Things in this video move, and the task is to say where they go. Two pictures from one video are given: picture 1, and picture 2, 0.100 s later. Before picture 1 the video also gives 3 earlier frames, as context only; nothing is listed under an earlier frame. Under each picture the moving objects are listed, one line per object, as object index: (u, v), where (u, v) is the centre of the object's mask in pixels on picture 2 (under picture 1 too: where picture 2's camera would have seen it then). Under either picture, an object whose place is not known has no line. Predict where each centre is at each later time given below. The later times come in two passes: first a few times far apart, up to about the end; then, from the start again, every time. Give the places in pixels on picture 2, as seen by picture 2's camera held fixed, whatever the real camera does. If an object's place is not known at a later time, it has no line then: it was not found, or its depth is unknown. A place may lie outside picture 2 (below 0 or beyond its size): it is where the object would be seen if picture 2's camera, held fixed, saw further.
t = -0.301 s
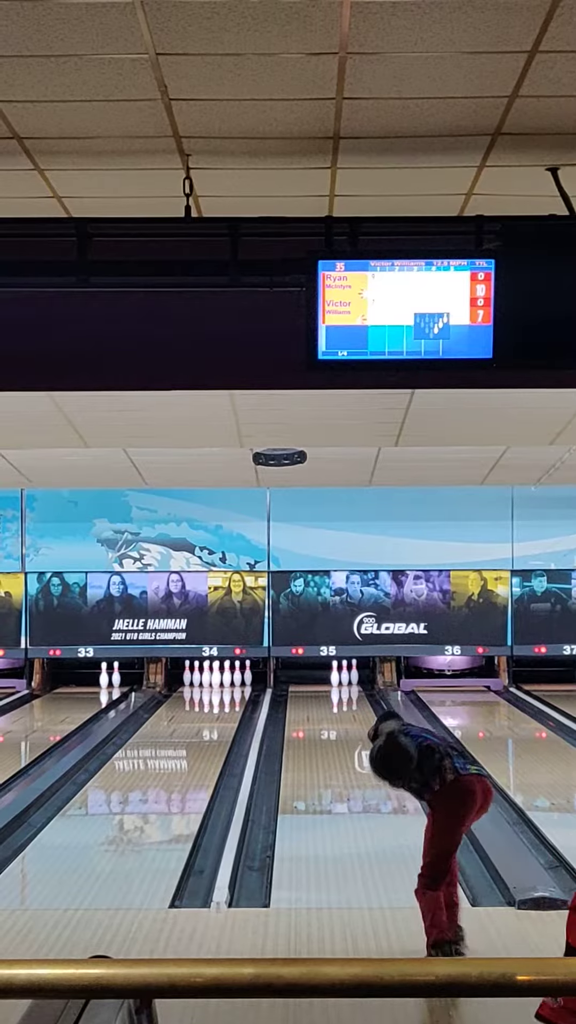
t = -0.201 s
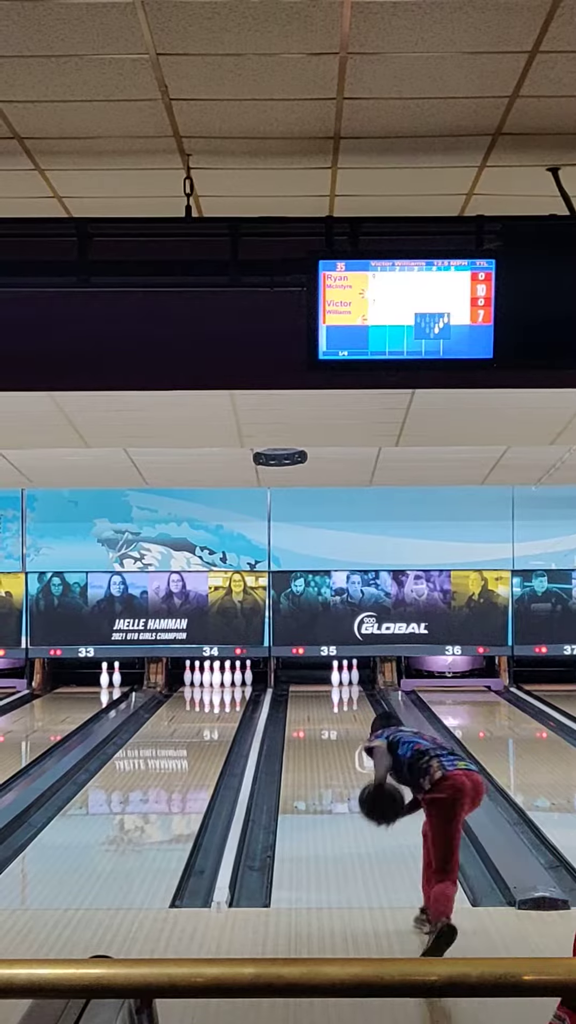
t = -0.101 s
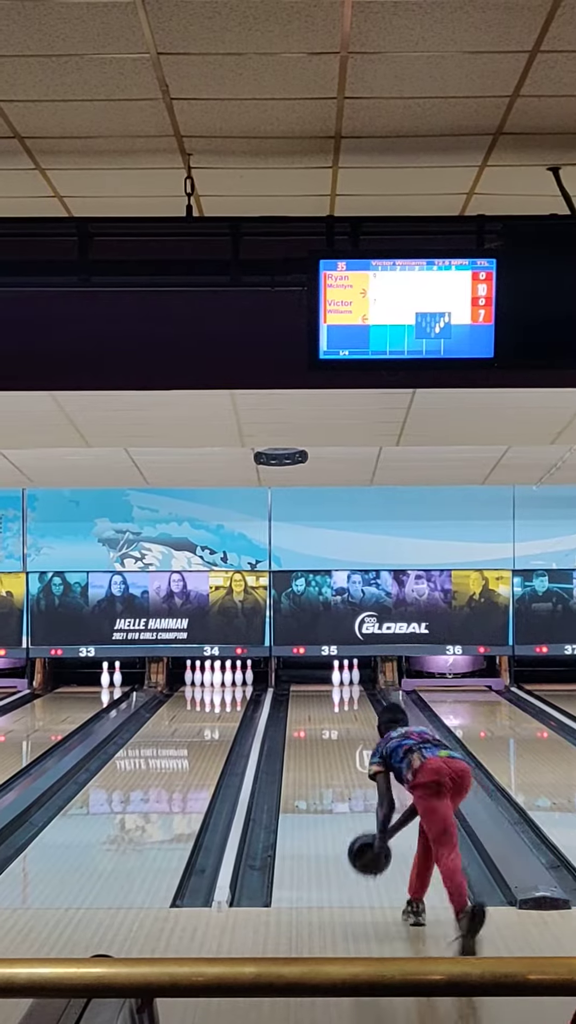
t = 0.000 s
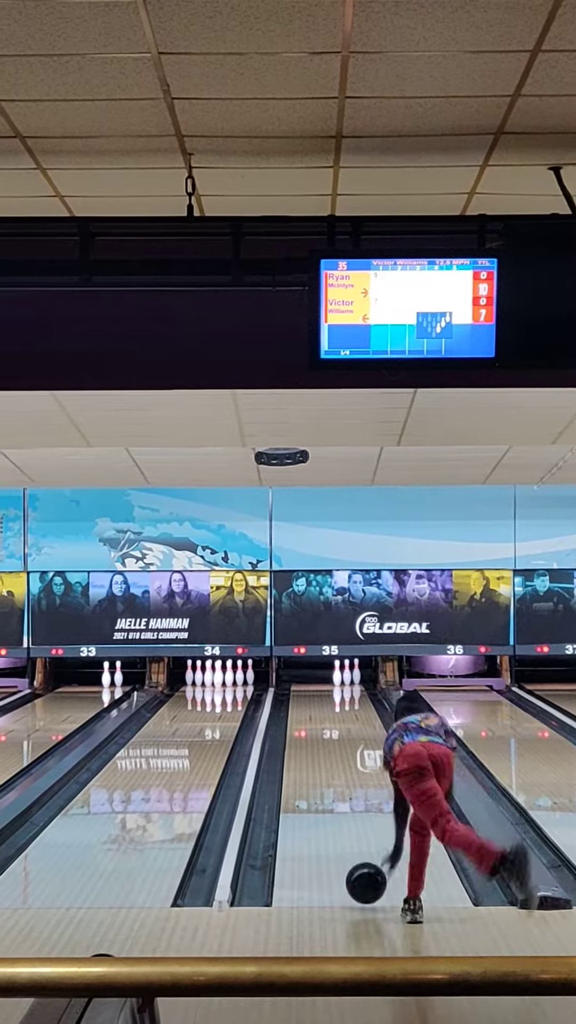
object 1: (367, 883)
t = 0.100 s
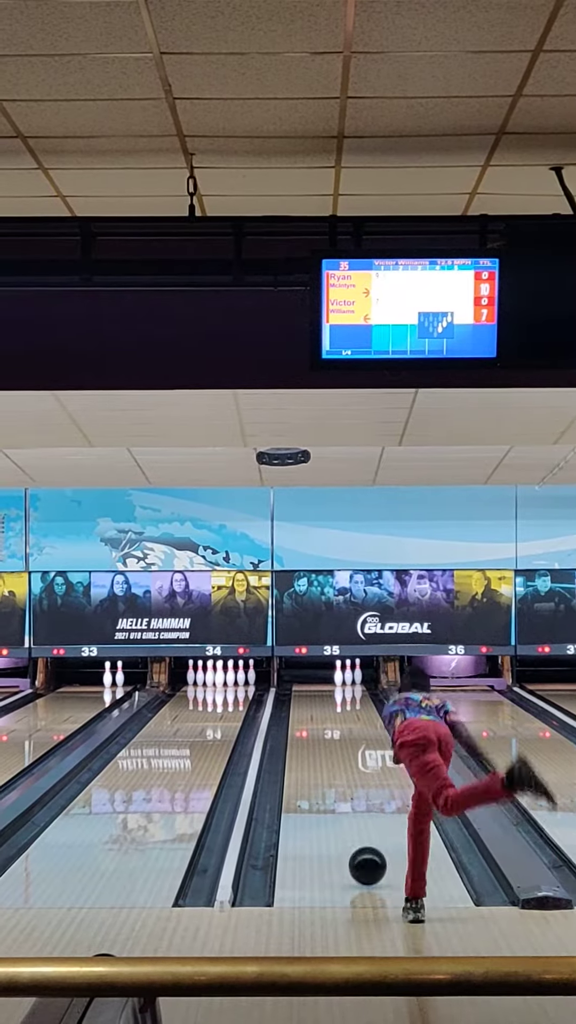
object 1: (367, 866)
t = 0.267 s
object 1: (367, 837)
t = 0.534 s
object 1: (366, 797)
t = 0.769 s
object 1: (365, 772)
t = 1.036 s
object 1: (363, 750)
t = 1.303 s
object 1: (362, 731)
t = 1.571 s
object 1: (360, 716)
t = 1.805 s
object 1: (358, 705)
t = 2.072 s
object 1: (354, 695)
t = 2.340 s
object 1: (348, 686)
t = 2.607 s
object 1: (341, 679)
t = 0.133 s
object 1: (367, 862)
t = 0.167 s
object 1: (367, 855)
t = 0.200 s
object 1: (367, 849)
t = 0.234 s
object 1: (367, 843)
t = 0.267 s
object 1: (367, 837)
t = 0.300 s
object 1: (367, 831)
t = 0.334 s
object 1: (367, 826)
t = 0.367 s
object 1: (367, 821)
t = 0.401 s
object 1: (367, 815)
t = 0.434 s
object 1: (366, 811)
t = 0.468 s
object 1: (366, 806)
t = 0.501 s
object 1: (366, 802)
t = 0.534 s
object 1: (366, 797)
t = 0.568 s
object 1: (366, 793)
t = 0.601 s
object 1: (366, 789)
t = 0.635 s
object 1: (366, 786)
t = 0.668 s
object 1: (365, 782)
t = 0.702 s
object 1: (365, 779)
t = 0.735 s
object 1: (365, 776)
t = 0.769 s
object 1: (365, 772)
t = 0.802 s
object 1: (365, 769)
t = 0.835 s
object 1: (365, 766)
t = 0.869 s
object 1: (364, 763)
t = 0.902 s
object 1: (364, 760)
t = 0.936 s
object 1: (364, 757)
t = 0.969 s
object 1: (364, 755)
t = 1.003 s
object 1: (363, 752)
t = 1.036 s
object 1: (363, 750)
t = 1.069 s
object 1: (363, 747)
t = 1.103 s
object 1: (363, 745)
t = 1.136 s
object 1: (363, 742)
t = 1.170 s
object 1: (362, 740)
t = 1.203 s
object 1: (362, 738)
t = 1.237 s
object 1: (362, 736)
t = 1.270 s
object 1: (362, 733)
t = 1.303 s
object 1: (362, 731)
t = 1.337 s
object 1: (361, 729)
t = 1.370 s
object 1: (361, 727)
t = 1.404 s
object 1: (361, 725)
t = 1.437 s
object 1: (361, 723)
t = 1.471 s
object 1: (360, 721)
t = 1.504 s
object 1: (360, 719)
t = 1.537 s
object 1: (360, 718)
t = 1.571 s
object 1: (360, 716)
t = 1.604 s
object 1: (359, 714)
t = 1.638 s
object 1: (359, 713)
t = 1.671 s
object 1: (359, 711)
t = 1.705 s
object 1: (359, 710)
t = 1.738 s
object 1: (358, 708)
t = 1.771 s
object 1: (358, 707)
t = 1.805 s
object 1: (358, 705)
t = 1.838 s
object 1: (358, 704)
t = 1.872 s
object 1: (357, 703)
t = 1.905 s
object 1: (356, 701)
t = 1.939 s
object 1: (356, 700)
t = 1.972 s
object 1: (355, 698)
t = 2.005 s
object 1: (355, 697)
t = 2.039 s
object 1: (355, 696)
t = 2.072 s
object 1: (354, 695)
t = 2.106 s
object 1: (353, 693)
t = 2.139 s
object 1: (353, 692)
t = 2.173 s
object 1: (352, 691)
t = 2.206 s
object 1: (351, 690)
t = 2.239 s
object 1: (350, 689)
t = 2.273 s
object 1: (350, 688)
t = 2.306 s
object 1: (349, 687)
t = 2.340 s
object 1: (348, 686)
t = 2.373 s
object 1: (347, 685)
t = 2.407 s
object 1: (346, 684)
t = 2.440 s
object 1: (346, 683)
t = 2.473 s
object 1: (345, 682)
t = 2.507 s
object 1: (343, 681)
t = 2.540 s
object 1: (342, 680)
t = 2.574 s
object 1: (341, 680)
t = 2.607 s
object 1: (341, 679)
